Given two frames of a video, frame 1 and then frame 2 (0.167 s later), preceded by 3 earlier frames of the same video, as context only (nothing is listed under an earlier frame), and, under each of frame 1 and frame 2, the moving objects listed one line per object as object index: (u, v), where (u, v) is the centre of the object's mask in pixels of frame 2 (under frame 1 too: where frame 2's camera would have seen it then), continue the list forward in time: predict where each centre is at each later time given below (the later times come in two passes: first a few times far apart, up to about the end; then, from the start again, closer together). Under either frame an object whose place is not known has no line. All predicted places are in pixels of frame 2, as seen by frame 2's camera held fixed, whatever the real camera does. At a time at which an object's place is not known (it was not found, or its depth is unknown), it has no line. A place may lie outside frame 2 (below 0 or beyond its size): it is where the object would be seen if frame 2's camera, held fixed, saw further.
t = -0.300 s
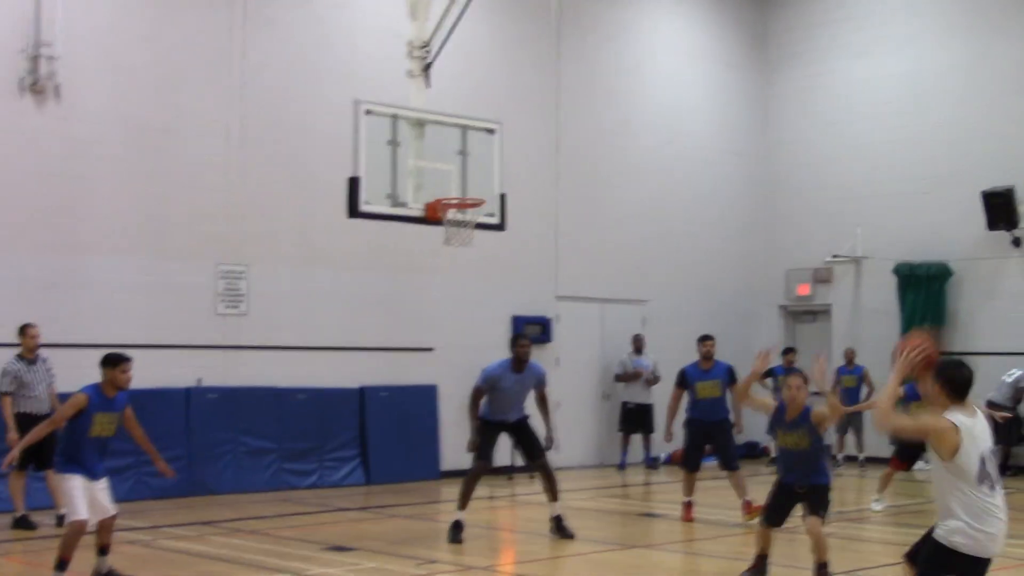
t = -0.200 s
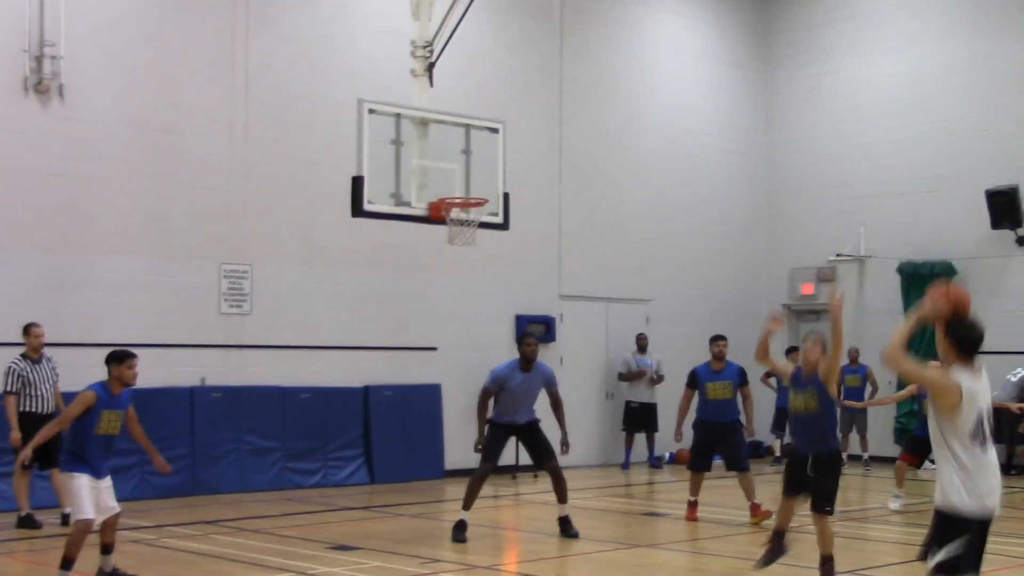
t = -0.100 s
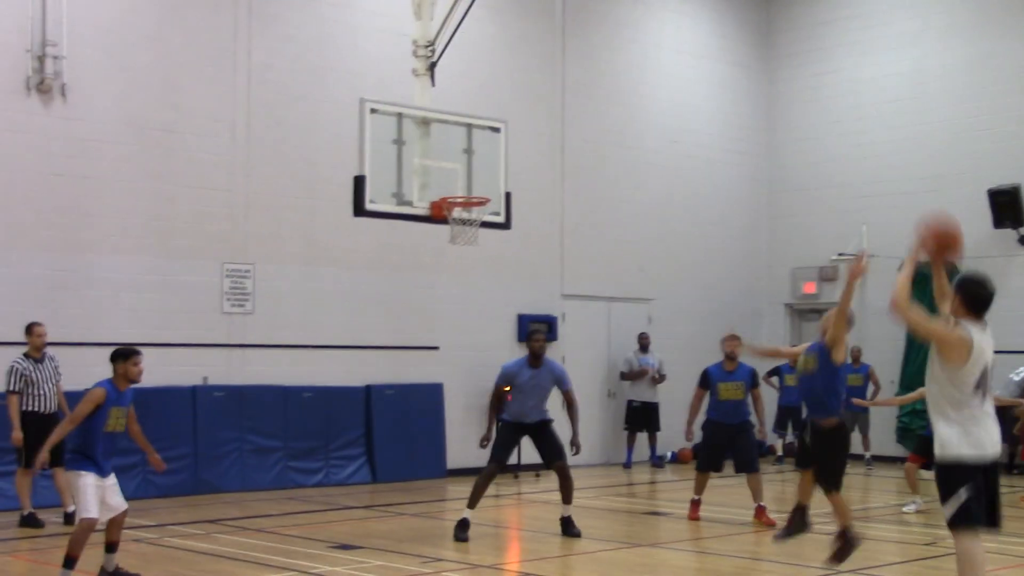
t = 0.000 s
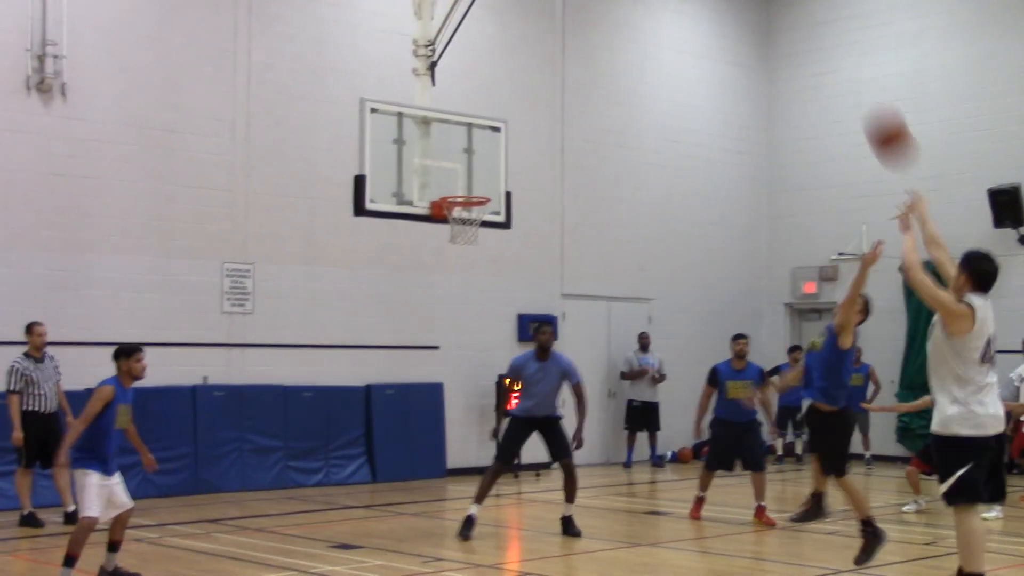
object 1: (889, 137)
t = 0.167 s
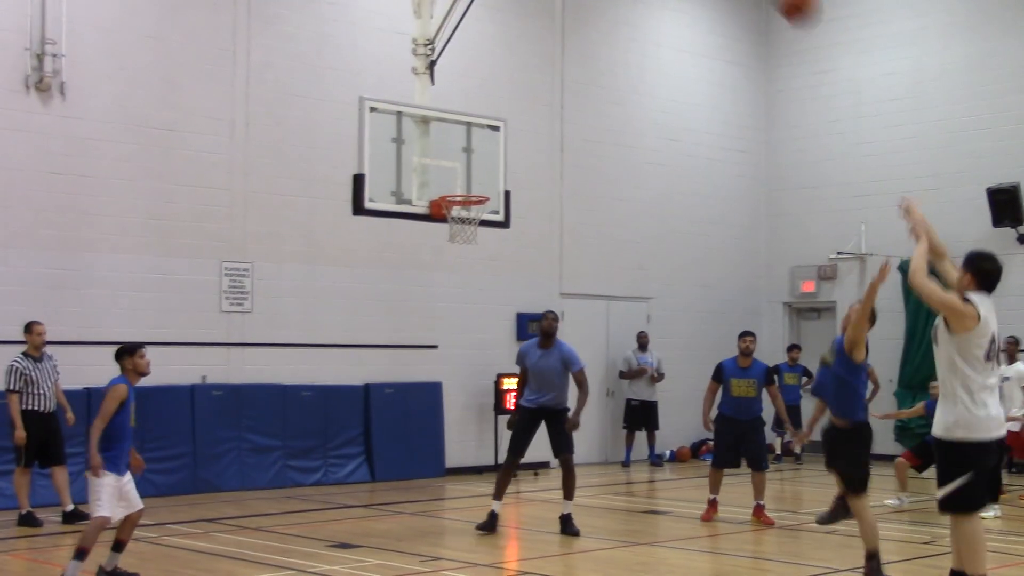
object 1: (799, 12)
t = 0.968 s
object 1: (520, 23)
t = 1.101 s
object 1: (489, 92)
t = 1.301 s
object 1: (453, 211)
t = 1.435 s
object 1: (472, 278)
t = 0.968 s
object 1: (520, 23)
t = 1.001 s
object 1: (512, 39)
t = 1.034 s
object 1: (504, 56)
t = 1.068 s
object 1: (496, 74)
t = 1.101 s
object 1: (489, 92)
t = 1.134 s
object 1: (483, 108)
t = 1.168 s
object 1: (475, 132)
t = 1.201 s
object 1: (468, 150)
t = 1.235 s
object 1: (461, 174)
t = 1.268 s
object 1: (455, 187)
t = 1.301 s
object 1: (453, 211)
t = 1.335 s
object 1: (459, 230)
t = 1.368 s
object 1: (463, 247)
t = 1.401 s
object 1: (468, 260)
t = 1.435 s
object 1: (472, 278)
